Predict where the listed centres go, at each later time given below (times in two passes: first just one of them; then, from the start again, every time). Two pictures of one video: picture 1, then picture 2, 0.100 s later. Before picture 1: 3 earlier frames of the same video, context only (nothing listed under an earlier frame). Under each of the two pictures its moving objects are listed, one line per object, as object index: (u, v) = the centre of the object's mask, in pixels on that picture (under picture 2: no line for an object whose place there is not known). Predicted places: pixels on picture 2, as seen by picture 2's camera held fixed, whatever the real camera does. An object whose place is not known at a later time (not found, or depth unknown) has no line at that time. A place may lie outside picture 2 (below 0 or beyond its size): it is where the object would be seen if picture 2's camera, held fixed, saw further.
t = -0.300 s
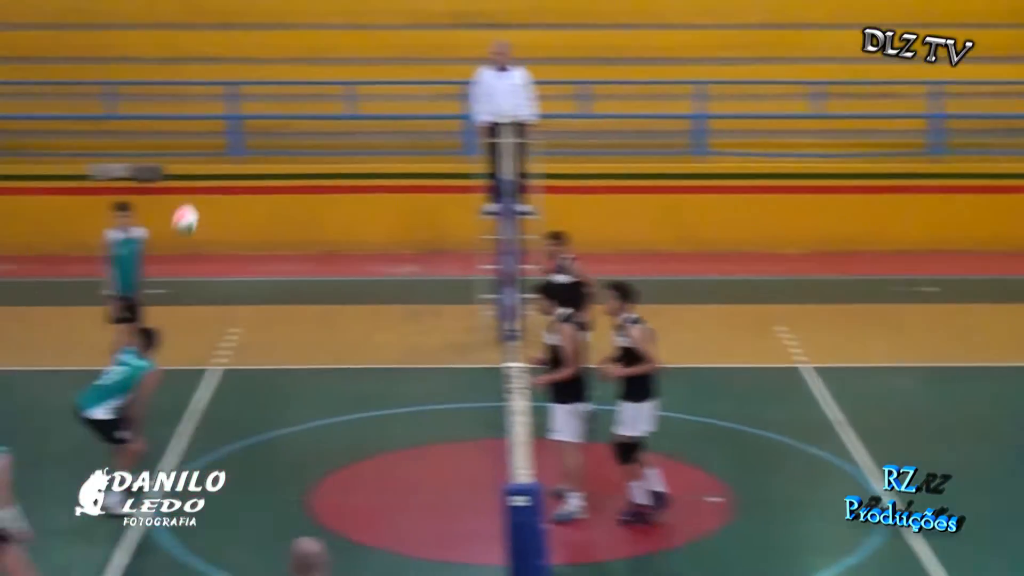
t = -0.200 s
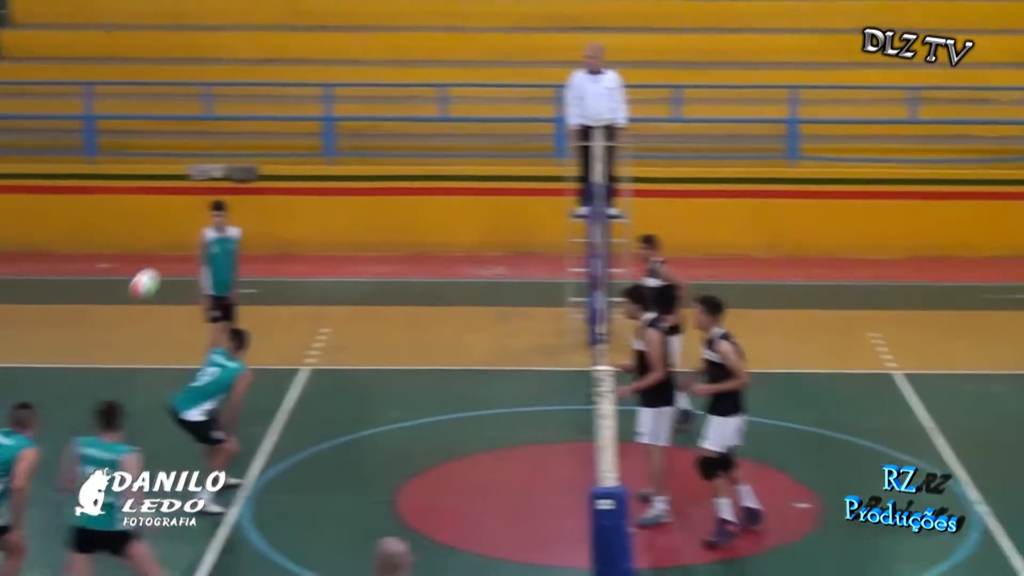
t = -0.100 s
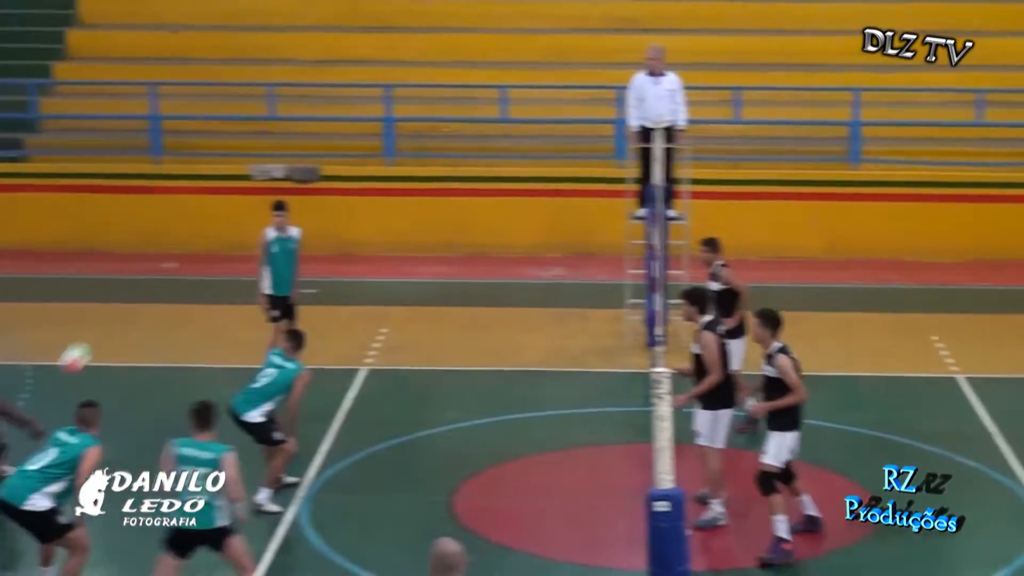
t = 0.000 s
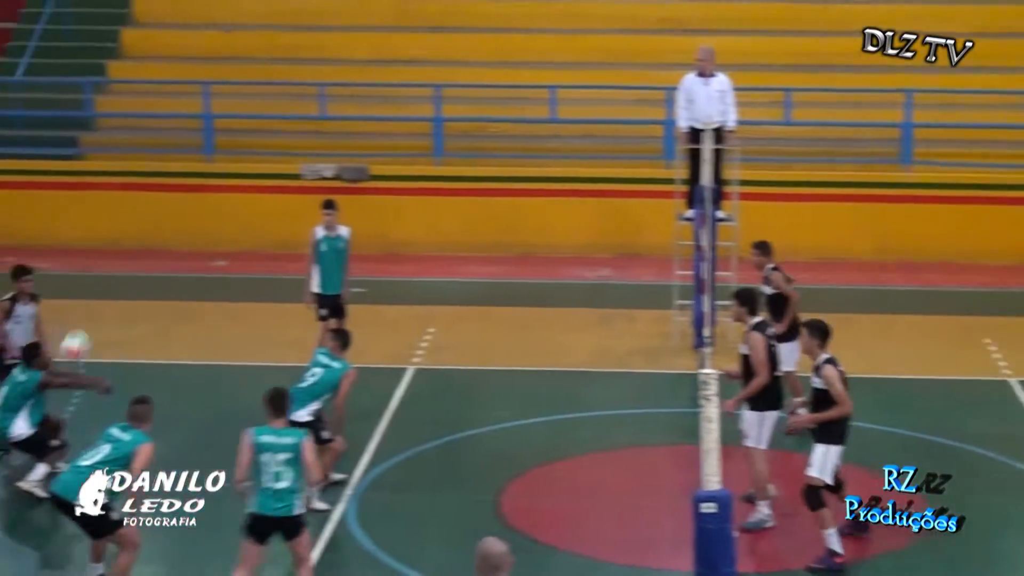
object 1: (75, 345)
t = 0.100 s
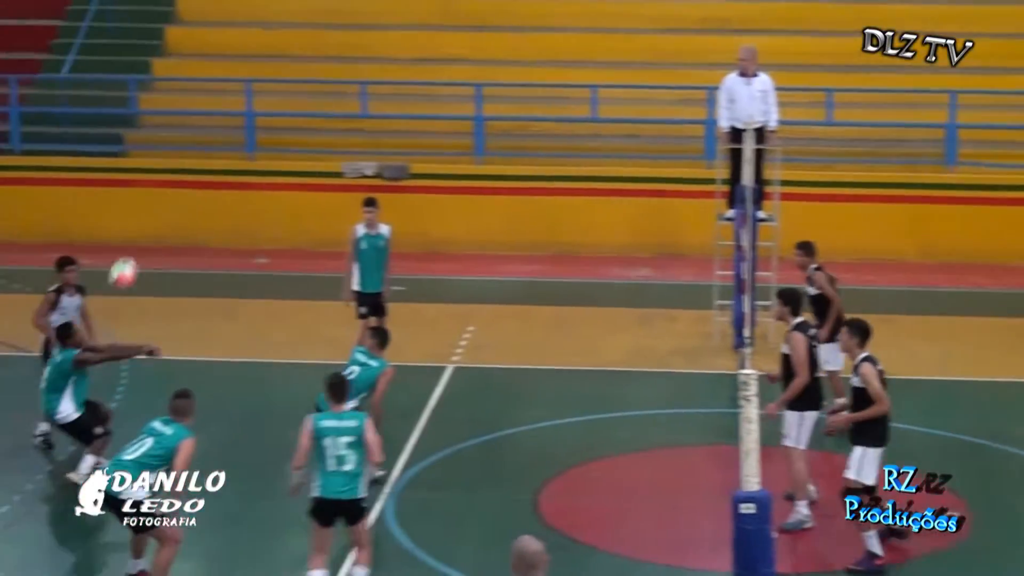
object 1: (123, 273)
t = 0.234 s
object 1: (127, 196)
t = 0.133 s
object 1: (124, 251)
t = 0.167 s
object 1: (125, 232)
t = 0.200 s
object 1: (127, 213)
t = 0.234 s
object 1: (127, 196)
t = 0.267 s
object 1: (129, 180)
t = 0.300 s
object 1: (131, 166)
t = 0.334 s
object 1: (132, 152)
